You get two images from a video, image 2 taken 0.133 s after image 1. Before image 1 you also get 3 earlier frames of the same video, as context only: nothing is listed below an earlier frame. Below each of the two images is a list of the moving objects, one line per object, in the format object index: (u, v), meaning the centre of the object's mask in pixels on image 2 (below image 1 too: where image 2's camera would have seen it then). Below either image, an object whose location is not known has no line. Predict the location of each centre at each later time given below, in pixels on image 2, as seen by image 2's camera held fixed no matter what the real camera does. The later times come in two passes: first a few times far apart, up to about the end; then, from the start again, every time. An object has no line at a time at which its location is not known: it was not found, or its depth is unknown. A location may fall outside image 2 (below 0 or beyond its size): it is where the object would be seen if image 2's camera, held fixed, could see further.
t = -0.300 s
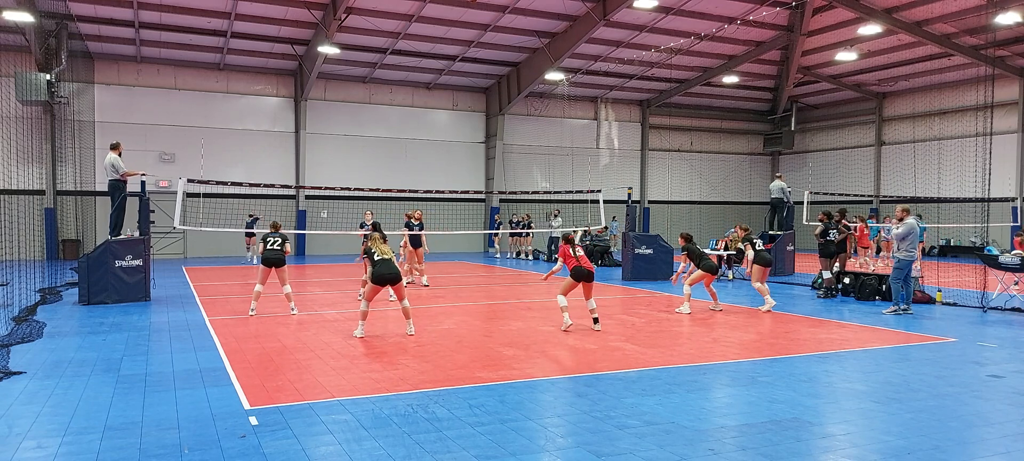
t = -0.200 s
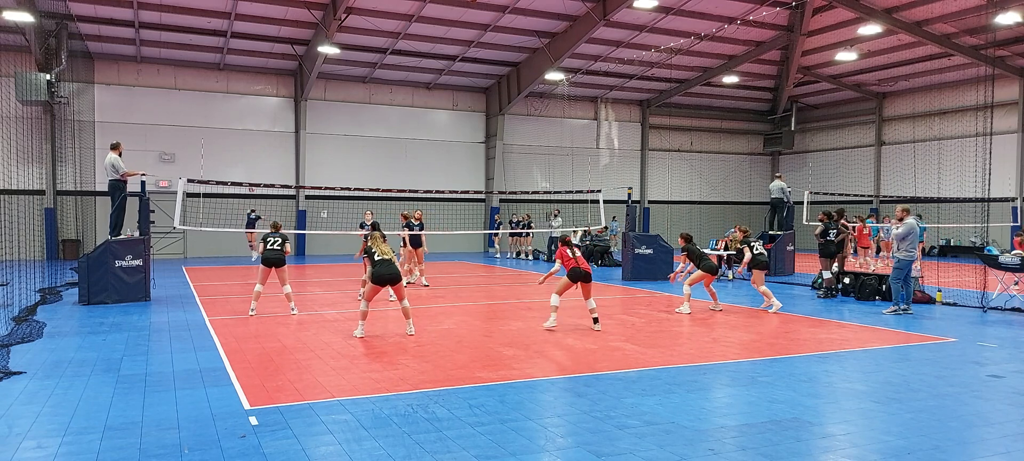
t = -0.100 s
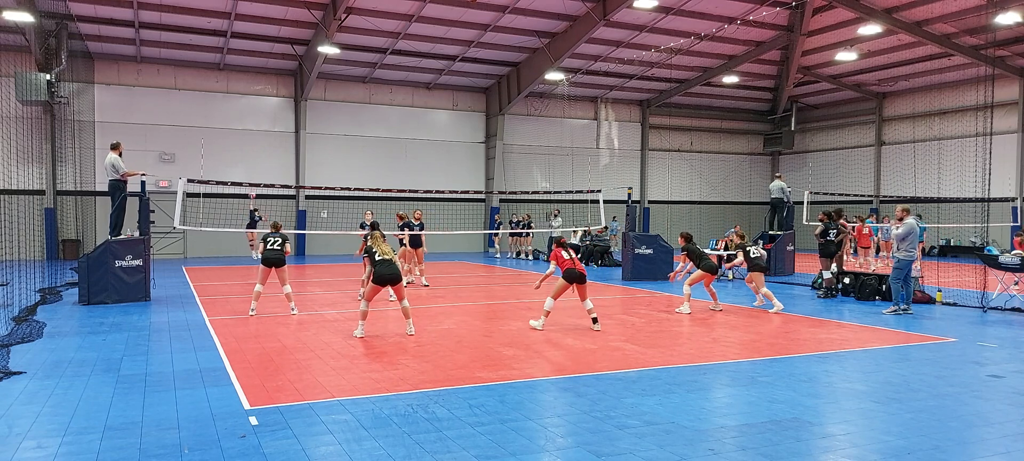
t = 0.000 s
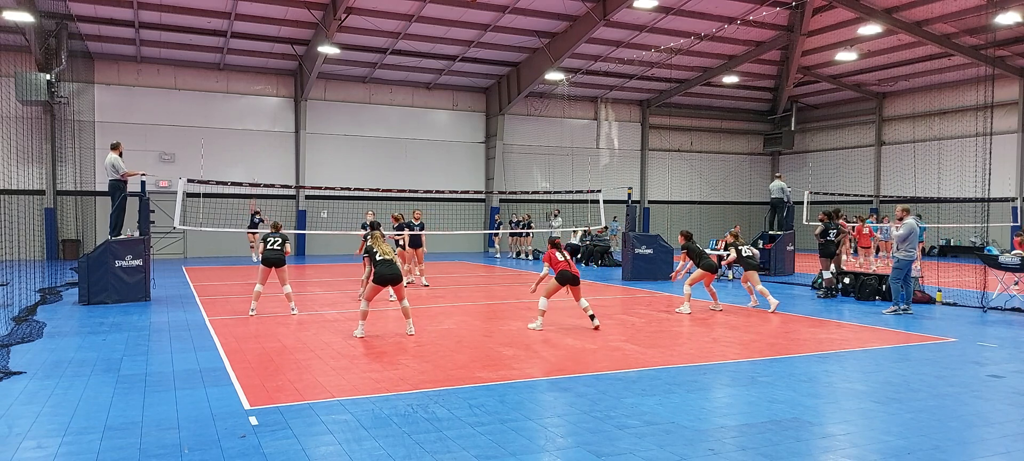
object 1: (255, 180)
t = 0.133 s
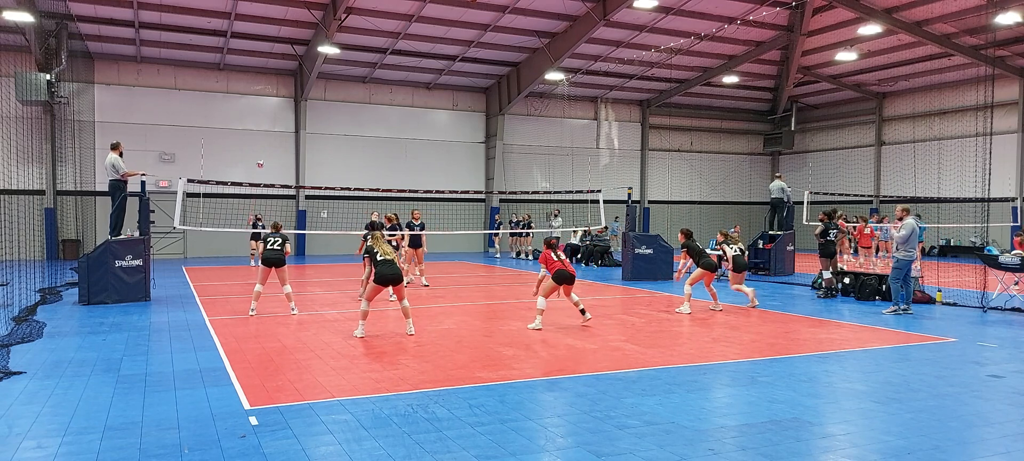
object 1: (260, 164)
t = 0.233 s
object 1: (265, 154)
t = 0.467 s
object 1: (278, 142)
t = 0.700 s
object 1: (296, 155)
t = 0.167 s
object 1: (262, 160)
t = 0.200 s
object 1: (263, 156)
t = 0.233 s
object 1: (265, 154)
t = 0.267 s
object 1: (266, 151)
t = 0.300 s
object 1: (268, 149)
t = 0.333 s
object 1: (270, 147)
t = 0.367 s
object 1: (272, 145)
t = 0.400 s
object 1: (273, 144)
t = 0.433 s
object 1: (276, 143)
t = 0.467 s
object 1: (278, 142)
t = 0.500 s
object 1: (280, 142)
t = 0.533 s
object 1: (281, 143)
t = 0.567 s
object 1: (285, 144)
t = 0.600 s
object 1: (287, 146)
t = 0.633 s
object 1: (290, 147)
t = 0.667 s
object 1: (293, 152)
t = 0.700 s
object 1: (296, 155)
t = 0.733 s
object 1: (299, 160)
